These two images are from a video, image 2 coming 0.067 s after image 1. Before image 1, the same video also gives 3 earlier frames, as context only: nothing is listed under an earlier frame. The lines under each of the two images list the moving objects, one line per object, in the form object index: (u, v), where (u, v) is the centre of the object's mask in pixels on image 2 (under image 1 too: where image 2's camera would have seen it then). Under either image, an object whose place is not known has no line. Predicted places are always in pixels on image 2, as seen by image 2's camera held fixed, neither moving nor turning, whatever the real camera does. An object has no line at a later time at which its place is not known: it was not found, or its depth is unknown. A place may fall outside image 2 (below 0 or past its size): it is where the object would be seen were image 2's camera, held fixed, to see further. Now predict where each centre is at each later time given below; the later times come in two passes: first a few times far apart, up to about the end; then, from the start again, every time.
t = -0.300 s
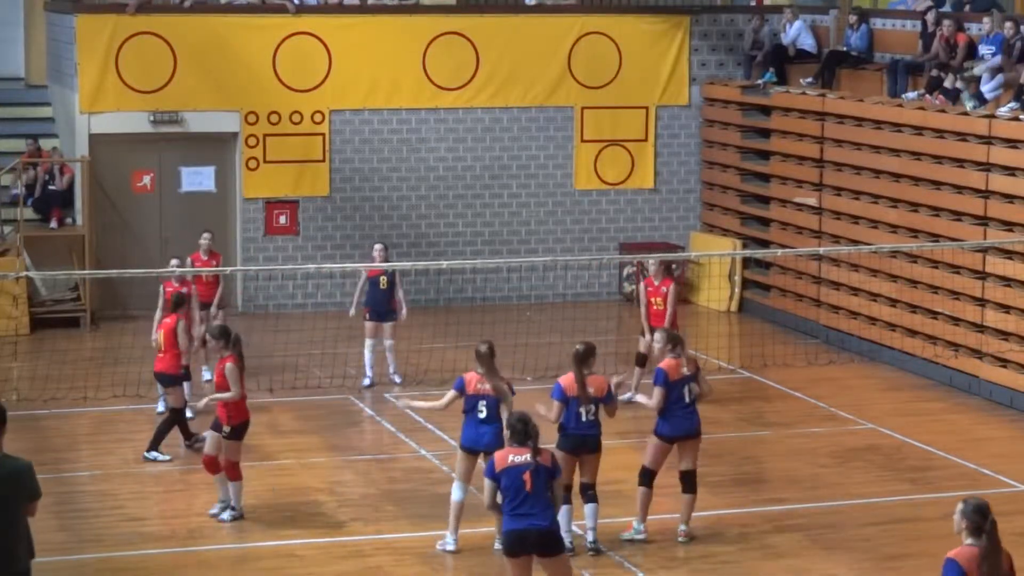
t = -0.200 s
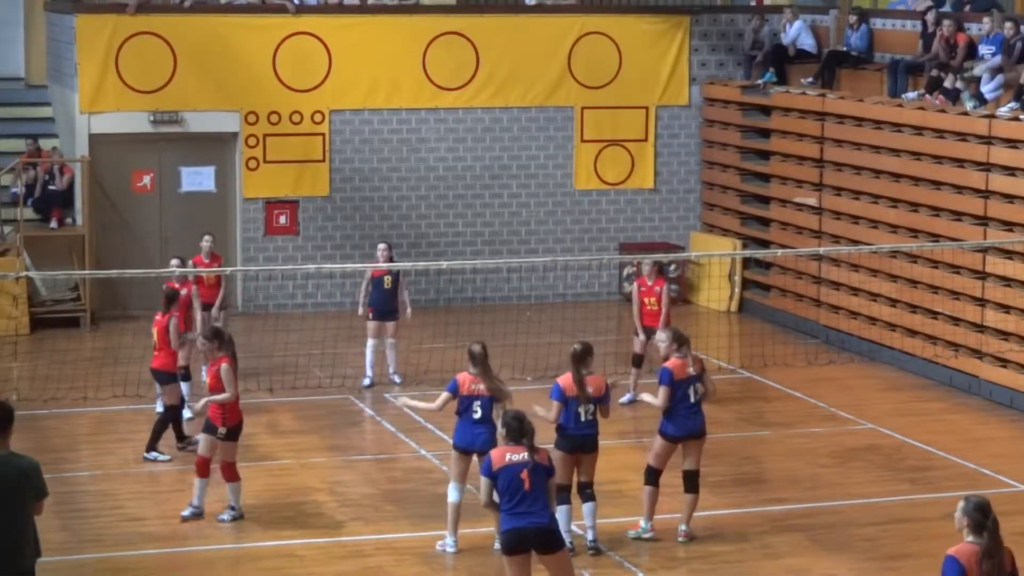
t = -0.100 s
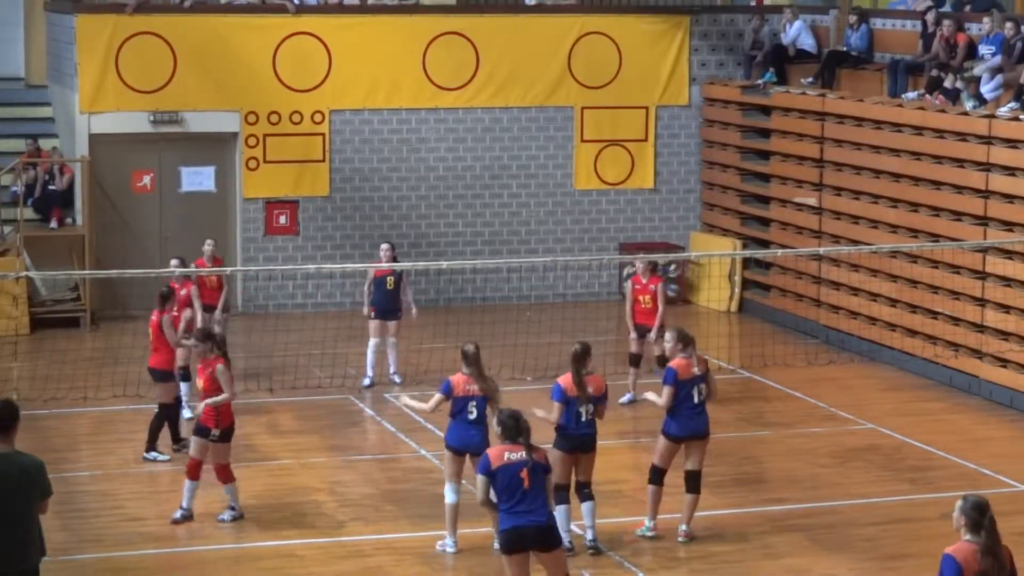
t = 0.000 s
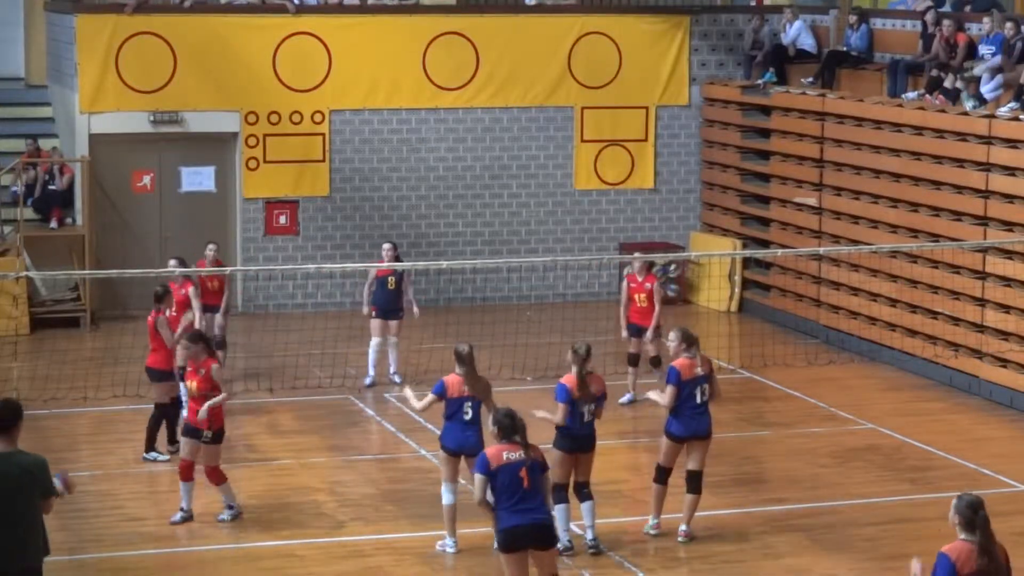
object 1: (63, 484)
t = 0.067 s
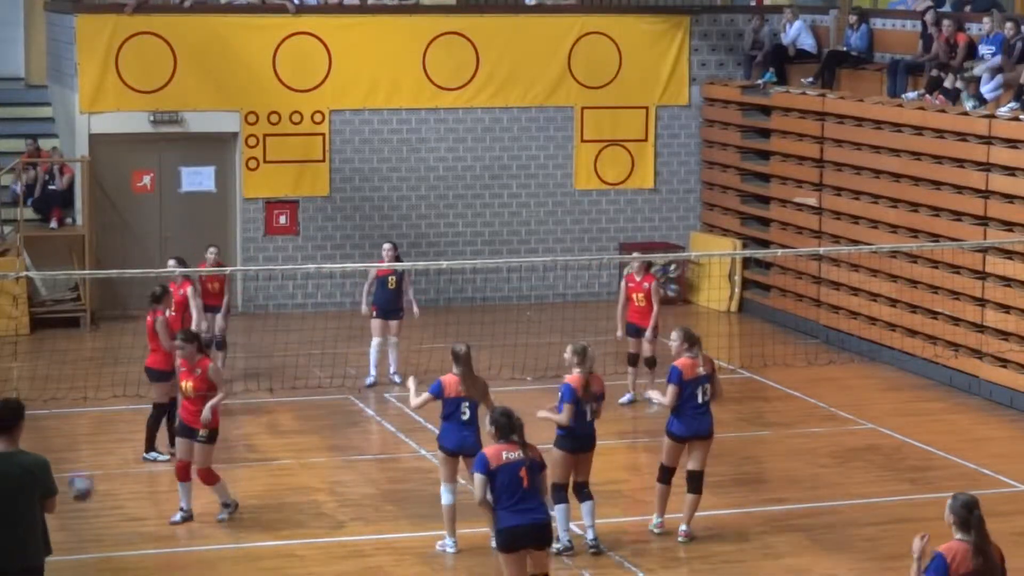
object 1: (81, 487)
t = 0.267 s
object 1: (137, 529)
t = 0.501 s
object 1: (208, 550)
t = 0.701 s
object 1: (270, 551)
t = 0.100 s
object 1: (89, 491)
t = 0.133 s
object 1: (98, 496)
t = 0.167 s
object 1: (108, 503)
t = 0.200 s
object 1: (117, 509)
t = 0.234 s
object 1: (126, 518)
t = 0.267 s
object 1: (137, 529)
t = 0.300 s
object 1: (146, 541)
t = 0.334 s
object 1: (155, 555)
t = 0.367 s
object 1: (165, 567)
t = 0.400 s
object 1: (174, 566)
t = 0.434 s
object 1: (186, 562)
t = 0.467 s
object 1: (196, 555)
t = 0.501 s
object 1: (208, 550)
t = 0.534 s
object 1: (218, 548)
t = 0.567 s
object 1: (228, 545)
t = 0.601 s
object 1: (238, 544)
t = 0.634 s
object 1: (249, 545)
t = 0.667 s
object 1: (259, 547)
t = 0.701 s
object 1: (270, 551)
